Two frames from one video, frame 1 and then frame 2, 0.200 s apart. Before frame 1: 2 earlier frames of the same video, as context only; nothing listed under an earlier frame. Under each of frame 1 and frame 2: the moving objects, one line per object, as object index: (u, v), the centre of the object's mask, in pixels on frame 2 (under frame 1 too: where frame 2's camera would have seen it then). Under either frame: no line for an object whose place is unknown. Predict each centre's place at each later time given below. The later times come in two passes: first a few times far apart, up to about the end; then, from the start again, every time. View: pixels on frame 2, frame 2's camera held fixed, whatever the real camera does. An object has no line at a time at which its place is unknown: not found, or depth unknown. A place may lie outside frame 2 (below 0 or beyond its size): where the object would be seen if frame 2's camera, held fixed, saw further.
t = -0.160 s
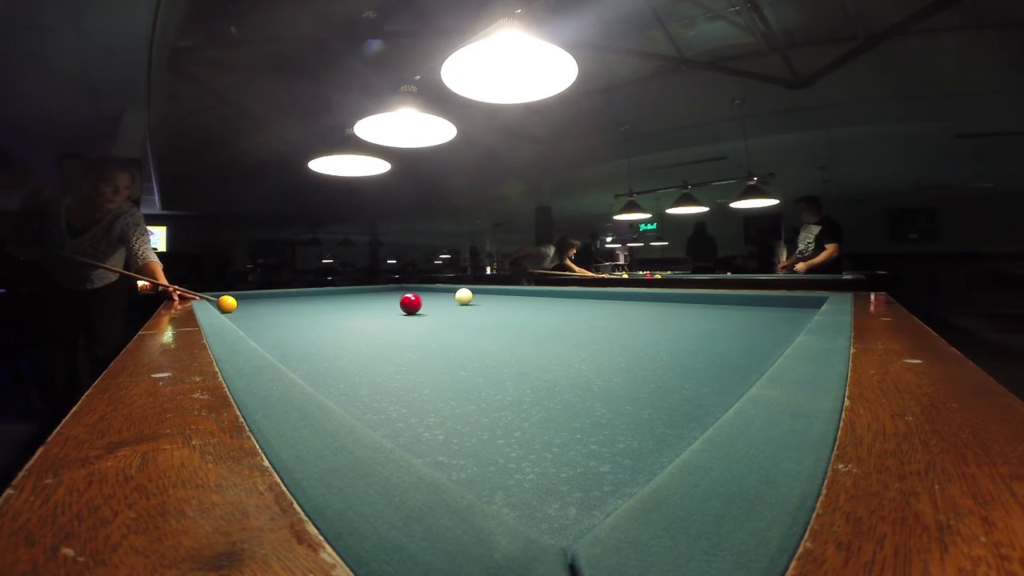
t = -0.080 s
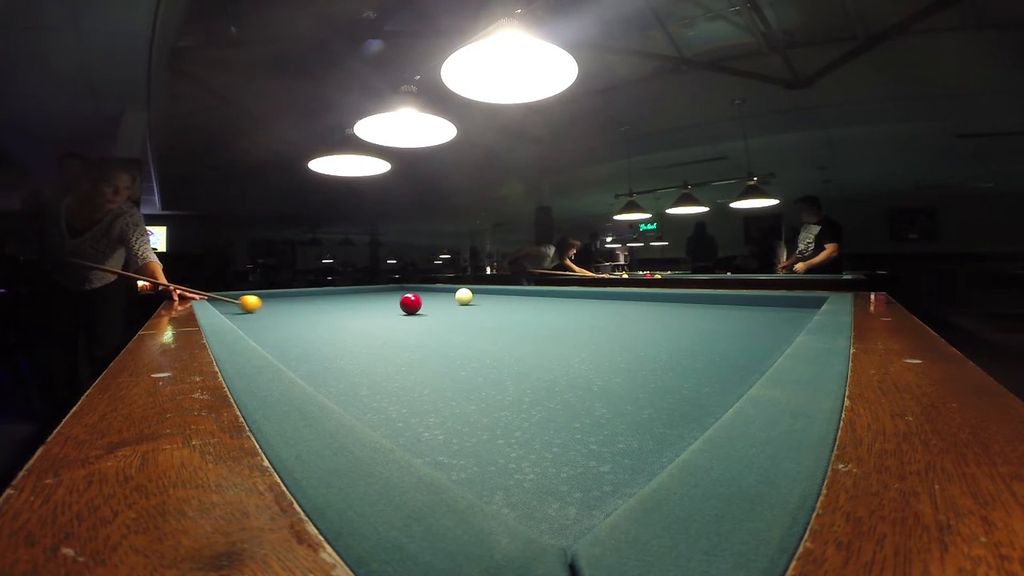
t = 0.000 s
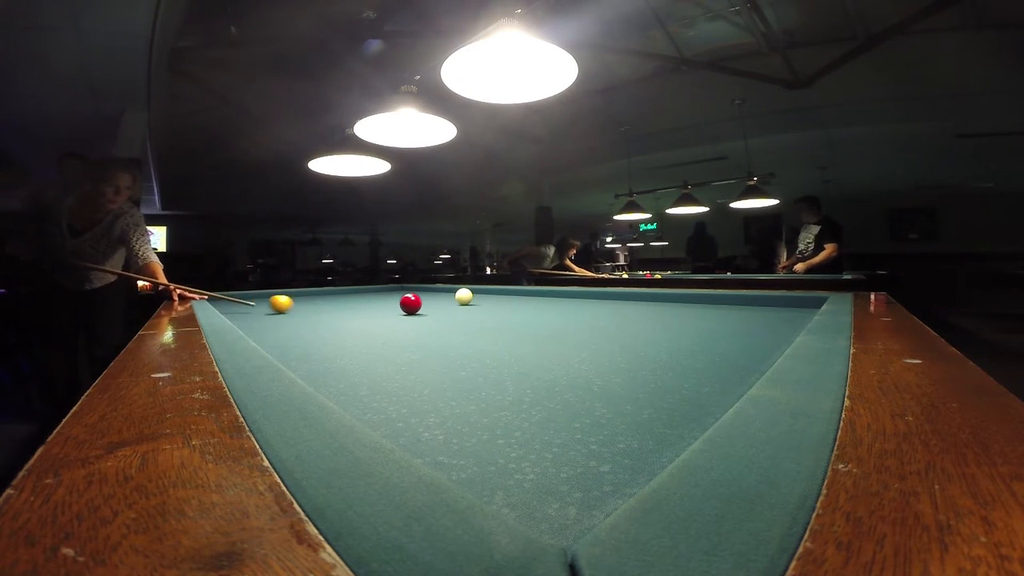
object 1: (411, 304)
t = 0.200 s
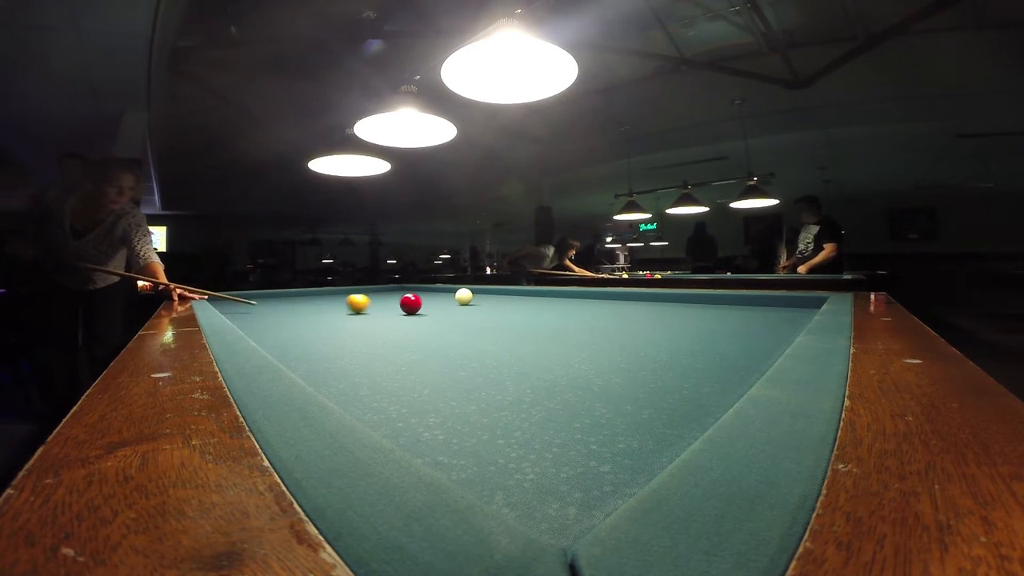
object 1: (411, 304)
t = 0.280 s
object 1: (410, 304)
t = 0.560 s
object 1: (471, 306)
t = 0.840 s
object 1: (538, 309)
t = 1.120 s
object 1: (623, 312)
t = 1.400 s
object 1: (728, 316)
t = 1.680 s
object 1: (768, 316)
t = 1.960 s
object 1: (717, 312)
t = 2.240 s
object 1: (676, 308)
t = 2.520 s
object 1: (642, 306)
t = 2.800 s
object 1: (614, 303)
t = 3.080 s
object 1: (591, 302)
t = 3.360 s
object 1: (572, 300)
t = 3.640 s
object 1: (556, 298)
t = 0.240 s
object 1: (411, 304)
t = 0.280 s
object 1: (410, 304)
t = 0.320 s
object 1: (417, 304)
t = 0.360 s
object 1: (427, 304)
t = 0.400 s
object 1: (437, 305)
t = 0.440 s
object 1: (446, 305)
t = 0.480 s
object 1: (454, 306)
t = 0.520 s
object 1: (463, 306)
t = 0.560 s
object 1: (471, 306)
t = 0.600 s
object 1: (480, 307)
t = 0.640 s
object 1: (489, 307)
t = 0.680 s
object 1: (498, 307)
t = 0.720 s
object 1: (508, 308)
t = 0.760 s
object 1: (518, 308)
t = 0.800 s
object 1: (528, 309)
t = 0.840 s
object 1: (538, 309)
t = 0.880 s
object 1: (549, 309)
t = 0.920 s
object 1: (561, 310)
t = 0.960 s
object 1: (572, 310)
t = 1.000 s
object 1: (584, 311)
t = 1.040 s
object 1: (597, 311)
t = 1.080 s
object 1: (610, 312)
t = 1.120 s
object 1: (623, 312)
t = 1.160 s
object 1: (637, 313)
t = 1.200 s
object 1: (651, 314)
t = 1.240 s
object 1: (666, 314)
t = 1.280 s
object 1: (681, 314)
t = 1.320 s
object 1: (696, 315)
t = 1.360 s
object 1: (712, 315)
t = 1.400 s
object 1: (728, 316)
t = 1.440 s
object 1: (745, 316)
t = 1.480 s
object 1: (761, 317)
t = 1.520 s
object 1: (778, 317)
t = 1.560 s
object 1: (793, 317)
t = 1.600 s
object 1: (786, 317)
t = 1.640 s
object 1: (776, 317)
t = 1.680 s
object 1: (768, 316)
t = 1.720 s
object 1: (760, 315)
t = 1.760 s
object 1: (752, 315)
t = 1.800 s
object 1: (745, 314)
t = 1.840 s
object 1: (737, 313)
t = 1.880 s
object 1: (730, 313)
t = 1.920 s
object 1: (723, 312)
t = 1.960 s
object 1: (717, 312)
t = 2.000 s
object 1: (710, 311)
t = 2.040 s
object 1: (704, 311)
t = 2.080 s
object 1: (698, 310)
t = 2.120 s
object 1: (692, 310)
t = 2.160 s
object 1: (686, 309)
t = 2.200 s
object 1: (681, 309)
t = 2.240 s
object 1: (676, 308)
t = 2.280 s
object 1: (670, 308)
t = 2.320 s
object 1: (665, 308)
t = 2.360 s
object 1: (660, 307)
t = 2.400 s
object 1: (655, 307)
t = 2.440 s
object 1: (650, 306)
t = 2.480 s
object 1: (646, 306)
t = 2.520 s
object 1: (642, 306)
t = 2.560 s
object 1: (637, 305)
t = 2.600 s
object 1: (633, 305)
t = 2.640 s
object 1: (629, 305)
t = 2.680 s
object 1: (625, 304)
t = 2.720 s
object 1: (621, 304)
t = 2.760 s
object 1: (618, 304)
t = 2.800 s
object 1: (614, 303)
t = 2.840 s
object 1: (610, 303)
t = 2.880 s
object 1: (607, 303)
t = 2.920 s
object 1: (604, 303)
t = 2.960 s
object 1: (600, 302)
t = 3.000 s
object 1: (597, 302)
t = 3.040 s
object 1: (594, 302)
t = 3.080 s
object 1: (591, 302)
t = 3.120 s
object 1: (588, 301)
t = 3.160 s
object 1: (585, 301)
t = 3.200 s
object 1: (583, 301)
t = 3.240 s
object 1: (580, 301)
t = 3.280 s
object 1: (577, 300)
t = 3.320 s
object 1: (575, 300)
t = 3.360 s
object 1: (572, 300)
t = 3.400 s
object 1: (570, 299)
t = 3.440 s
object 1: (567, 299)
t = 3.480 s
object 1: (565, 299)
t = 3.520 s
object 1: (562, 299)
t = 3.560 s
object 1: (560, 299)
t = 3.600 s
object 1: (558, 299)
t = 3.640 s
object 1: (556, 298)
